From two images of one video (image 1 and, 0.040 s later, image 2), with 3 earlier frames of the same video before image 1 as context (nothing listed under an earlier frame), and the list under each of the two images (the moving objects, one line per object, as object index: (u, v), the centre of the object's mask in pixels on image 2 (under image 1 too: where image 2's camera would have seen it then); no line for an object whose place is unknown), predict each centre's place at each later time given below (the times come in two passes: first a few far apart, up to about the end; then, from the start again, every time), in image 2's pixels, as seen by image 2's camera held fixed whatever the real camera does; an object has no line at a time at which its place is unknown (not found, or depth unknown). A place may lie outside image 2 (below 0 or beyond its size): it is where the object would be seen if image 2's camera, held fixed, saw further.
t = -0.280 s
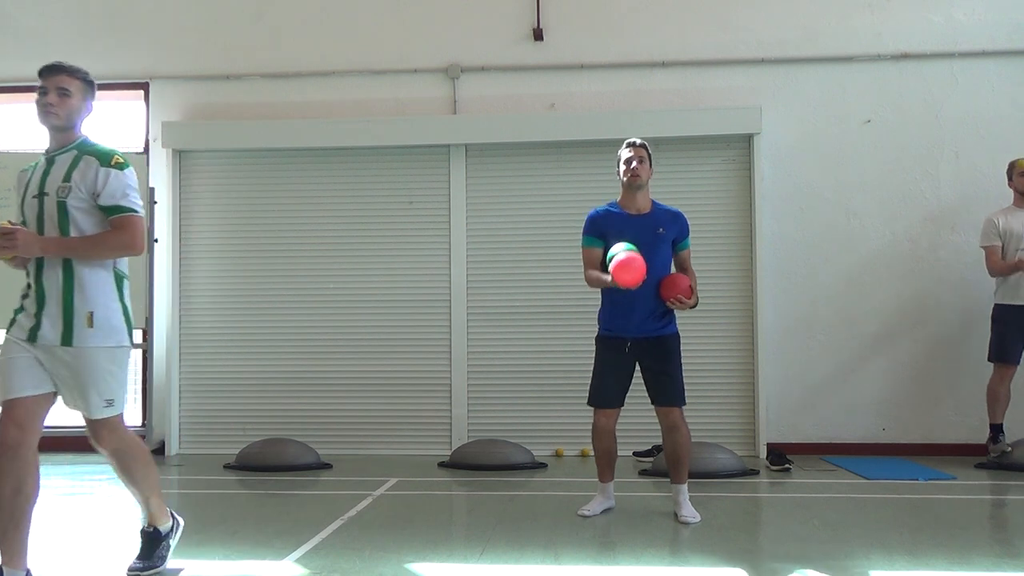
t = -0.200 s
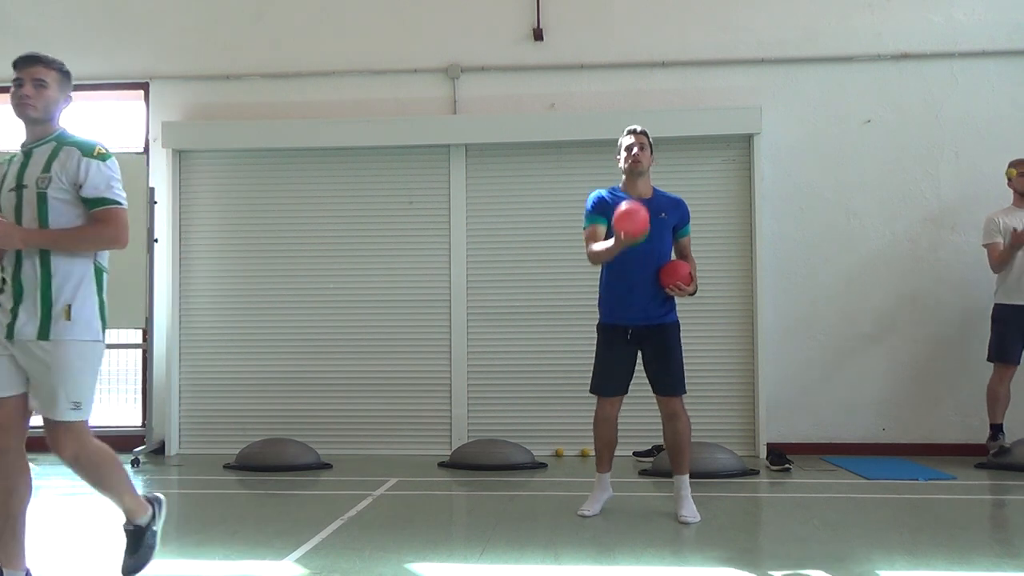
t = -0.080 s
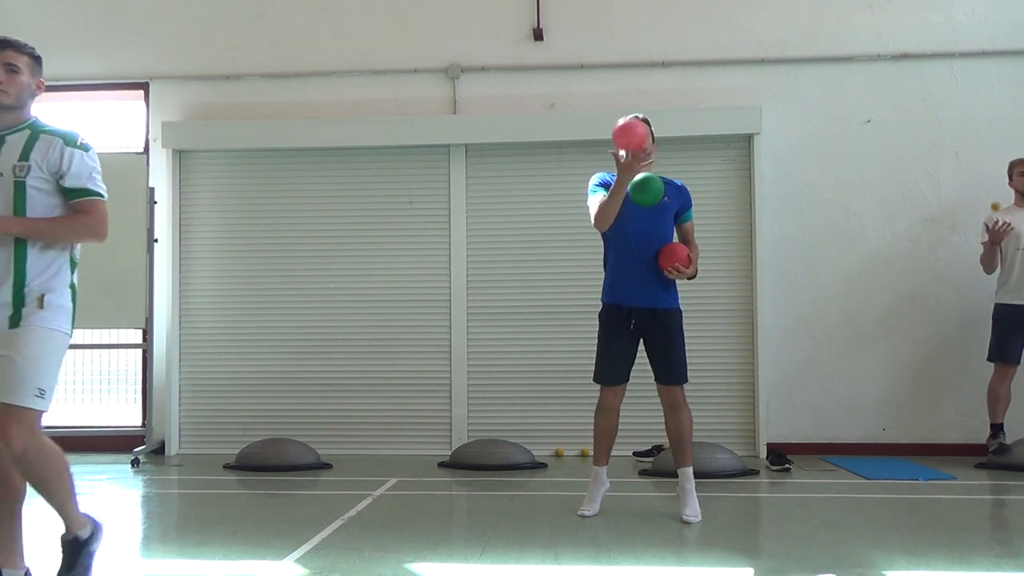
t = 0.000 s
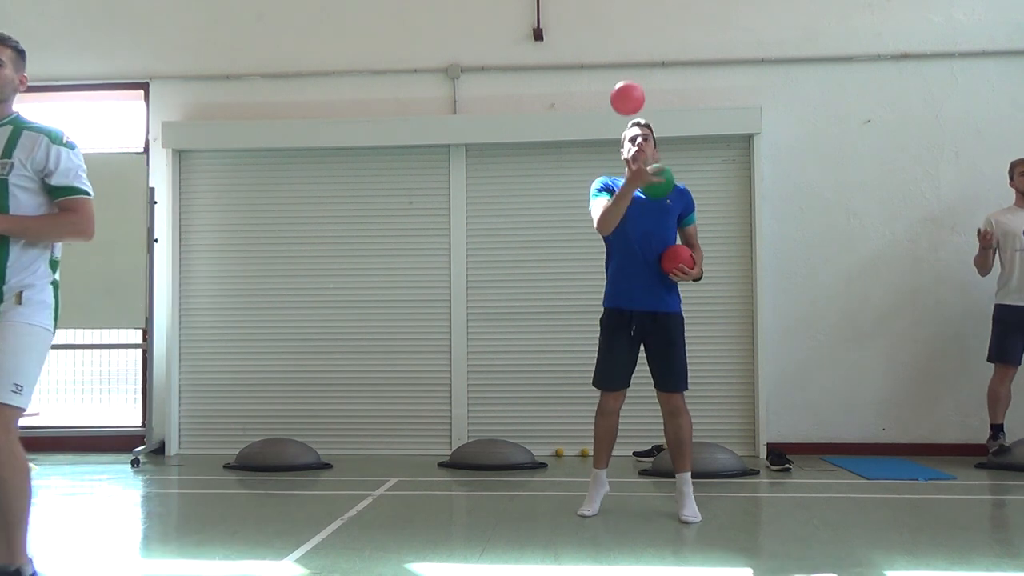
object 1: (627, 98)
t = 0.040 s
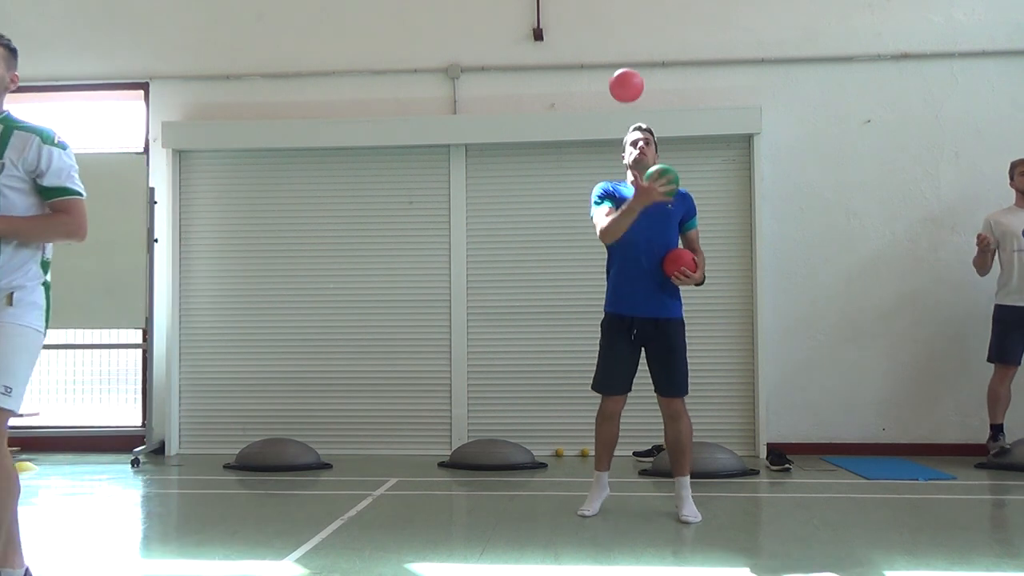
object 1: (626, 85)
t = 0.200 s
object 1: (623, 70)
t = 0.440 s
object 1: (620, 152)
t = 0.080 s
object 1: (625, 76)
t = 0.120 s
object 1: (625, 71)
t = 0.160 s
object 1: (624, 69)
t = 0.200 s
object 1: (623, 70)
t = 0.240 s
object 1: (622, 75)
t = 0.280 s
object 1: (622, 84)
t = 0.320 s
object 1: (621, 96)
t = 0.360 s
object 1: (620, 111)
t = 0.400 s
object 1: (620, 130)
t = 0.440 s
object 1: (620, 152)
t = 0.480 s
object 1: (619, 178)
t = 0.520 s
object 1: (619, 207)
